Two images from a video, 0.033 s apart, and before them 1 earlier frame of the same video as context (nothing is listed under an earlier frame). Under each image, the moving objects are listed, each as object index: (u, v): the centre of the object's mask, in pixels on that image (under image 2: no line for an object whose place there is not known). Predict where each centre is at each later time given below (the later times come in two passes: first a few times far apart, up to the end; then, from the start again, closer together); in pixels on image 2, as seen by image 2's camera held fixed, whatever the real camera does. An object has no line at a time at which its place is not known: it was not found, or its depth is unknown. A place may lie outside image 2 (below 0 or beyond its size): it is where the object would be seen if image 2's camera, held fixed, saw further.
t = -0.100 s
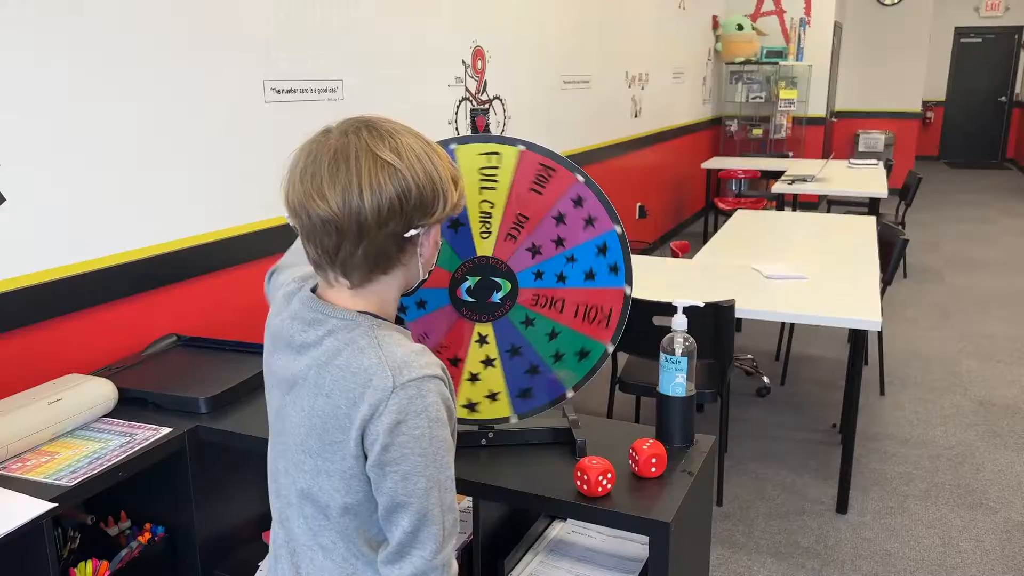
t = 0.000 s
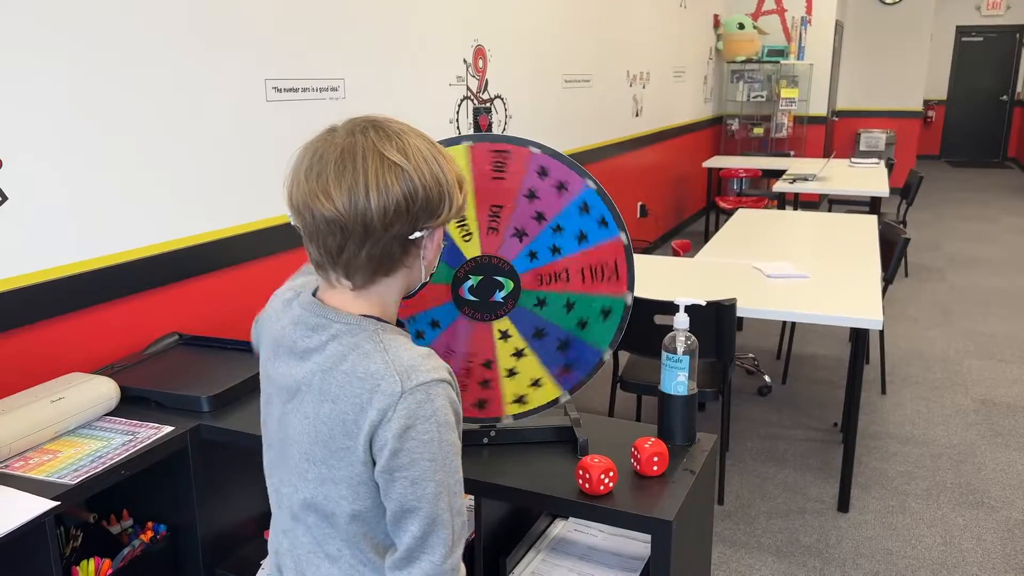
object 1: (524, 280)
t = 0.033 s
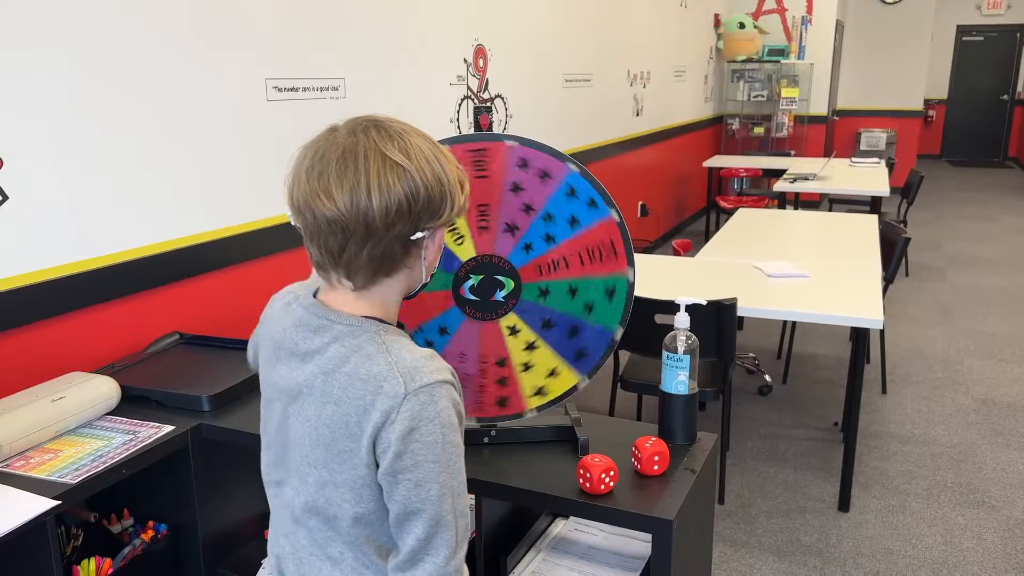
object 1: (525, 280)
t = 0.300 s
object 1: (525, 280)
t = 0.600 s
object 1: (520, 281)
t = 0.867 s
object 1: (520, 283)
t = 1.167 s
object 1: (524, 284)
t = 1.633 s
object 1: (517, 285)
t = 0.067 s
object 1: (525, 279)
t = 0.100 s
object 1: (525, 279)
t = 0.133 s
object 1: (525, 279)
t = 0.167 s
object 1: (525, 280)
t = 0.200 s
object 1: (525, 280)
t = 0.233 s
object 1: (525, 280)
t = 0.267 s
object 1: (525, 280)
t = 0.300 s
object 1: (525, 280)
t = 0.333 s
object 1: (524, 280)
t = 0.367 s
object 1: (524, 280)
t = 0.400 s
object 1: (523, 280)
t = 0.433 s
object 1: (522, 280)
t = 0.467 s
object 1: (521, 280)
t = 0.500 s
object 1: (521, 281)
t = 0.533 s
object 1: (521, 281)
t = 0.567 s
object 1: (520, 281)
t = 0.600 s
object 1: (520, 281)
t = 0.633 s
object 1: (520, 281)
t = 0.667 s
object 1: (520, 281)
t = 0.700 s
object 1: (520, 282)
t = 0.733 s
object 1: (519, 282)
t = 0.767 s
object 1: (520, 282)
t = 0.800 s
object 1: (520, 282)
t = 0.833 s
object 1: (520, 283)
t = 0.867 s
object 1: (520, 283)
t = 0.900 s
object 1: (521, 283)
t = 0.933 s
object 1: (522, 283)
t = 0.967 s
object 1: (523, 283)
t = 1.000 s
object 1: (523, 284)
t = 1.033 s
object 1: (524, 284)
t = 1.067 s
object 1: (524, 284)
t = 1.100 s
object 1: (524, 284)
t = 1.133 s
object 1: (524, 284)
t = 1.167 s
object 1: (524, 284)
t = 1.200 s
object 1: (524, 285)
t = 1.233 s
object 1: (524, 285)
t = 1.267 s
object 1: (524, 285)
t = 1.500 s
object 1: (517, 284)
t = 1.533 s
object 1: (517, 284)
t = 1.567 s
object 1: (517, 284)
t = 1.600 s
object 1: (517, 285)
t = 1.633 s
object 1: (517, 285)
